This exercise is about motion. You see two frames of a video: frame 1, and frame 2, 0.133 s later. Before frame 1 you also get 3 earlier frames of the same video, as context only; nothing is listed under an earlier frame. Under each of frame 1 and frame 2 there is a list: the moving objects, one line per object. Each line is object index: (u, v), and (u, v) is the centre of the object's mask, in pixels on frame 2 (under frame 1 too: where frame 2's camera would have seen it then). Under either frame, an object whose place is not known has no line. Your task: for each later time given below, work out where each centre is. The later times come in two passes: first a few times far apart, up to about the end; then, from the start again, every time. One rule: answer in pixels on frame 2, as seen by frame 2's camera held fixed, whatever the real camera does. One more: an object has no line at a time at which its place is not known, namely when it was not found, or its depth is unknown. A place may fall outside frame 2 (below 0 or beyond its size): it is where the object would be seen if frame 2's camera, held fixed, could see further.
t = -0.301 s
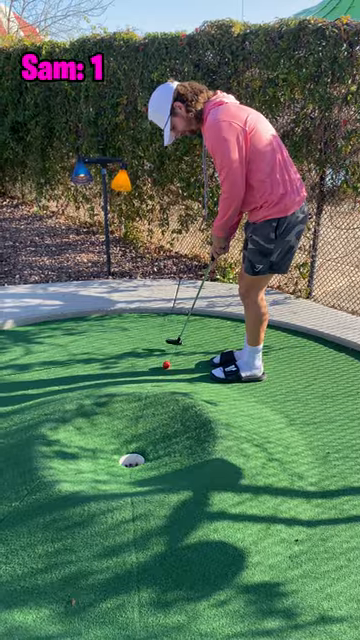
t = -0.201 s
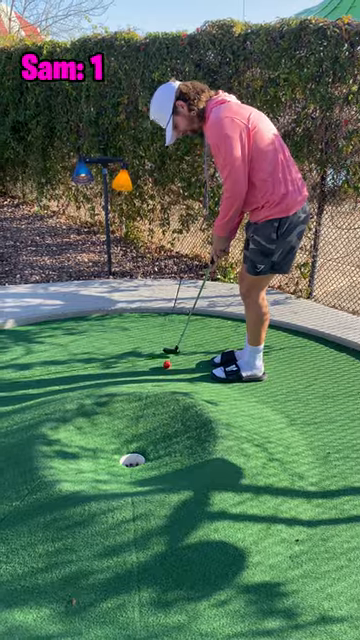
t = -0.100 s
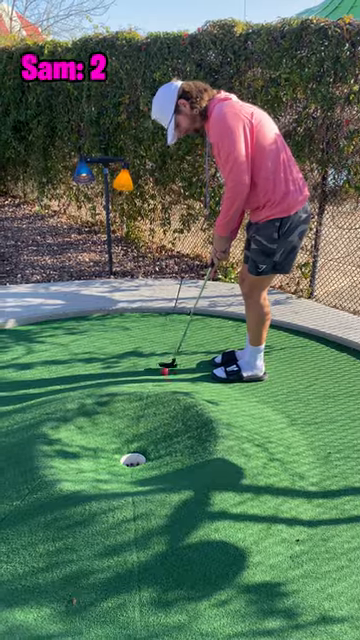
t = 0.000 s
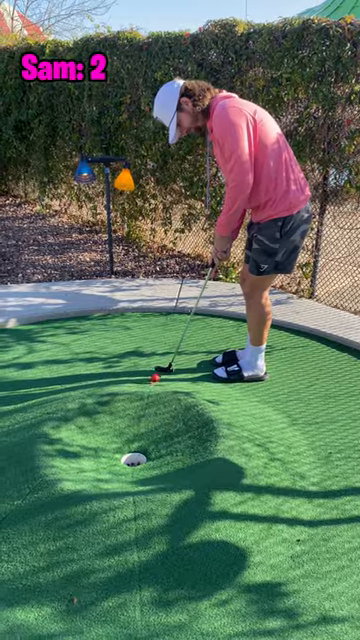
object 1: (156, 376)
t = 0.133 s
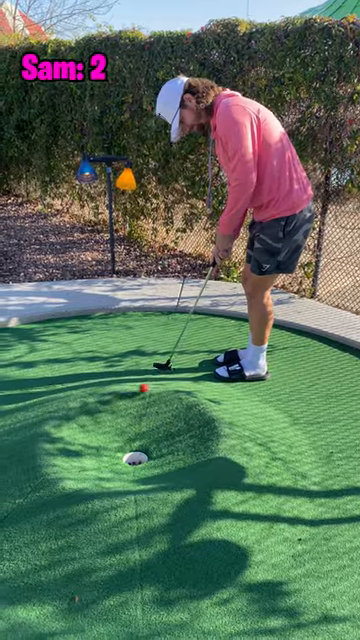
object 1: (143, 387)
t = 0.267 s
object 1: (131, 423)
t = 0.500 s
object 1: (115, 475)
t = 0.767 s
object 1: (118, 523)
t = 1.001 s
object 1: (118, 629)
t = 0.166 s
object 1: (139, 394)
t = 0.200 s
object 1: (137, 402)
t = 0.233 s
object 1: (134, 412)
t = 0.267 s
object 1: (131, 423)
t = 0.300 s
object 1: (126, 433)
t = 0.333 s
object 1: (122, 445)
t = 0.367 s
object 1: (119, 452)
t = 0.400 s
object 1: (118, 459)
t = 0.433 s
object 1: (117, 464)
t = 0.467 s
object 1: (116, 470)
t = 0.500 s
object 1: (115, 475)
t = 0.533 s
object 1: (114, 479)
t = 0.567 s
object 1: (114, 482)
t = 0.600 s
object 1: (115, 485)
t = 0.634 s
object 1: (115, 490)
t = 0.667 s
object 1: (116, 494)
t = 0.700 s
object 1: (117, 502)
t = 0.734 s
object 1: (117, 513)
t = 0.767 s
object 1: (118, 523)
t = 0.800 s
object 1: (119, 536)
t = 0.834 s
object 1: (118, 548)
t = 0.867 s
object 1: (118, 562)
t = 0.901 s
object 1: (119, 576)
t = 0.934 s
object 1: (118, 593)
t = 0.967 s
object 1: (118, 611)
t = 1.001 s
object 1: (118, 629)
